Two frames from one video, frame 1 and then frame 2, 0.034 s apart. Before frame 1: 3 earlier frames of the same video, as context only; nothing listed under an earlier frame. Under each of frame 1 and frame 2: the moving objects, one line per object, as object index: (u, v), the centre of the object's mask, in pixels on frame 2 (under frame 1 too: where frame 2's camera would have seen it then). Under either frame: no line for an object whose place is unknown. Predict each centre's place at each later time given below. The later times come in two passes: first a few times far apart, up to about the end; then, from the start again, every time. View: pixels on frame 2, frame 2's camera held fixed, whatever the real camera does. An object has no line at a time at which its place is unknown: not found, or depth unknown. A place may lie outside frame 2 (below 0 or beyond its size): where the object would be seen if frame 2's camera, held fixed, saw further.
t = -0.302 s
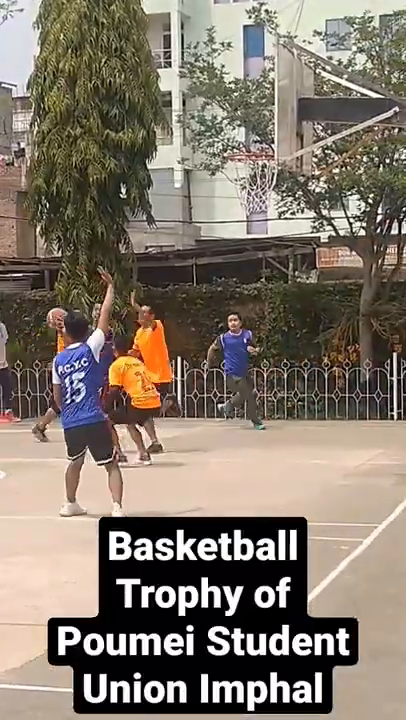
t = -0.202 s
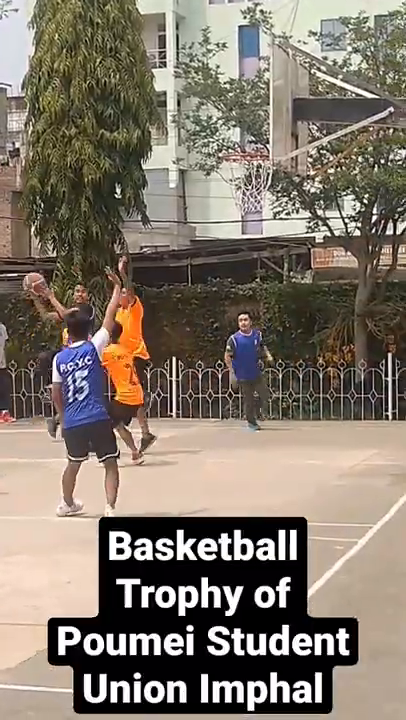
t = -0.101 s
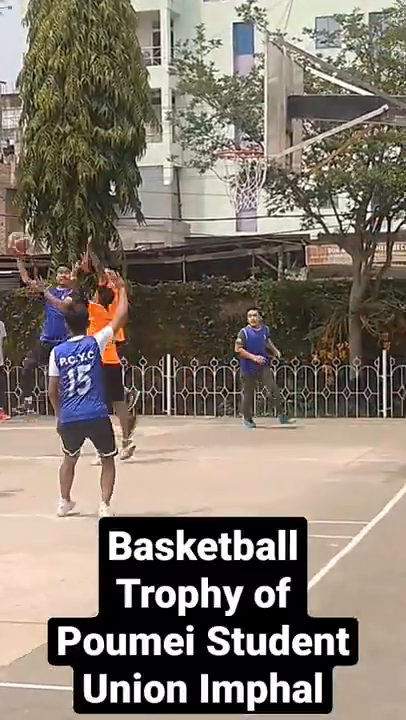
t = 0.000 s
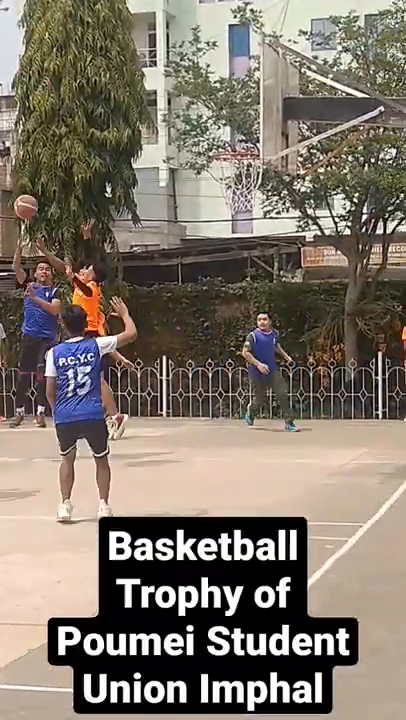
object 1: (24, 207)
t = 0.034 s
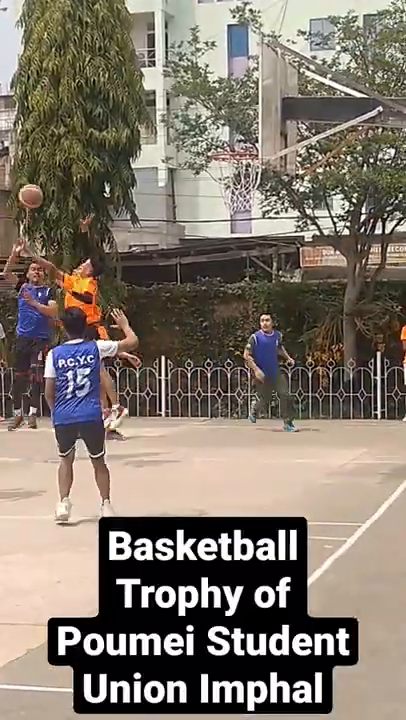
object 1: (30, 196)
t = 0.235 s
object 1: (72, 150)
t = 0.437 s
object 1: (126, 141)
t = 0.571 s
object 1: (170, 161)
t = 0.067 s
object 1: (37, 188)
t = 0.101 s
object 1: (43, 178)
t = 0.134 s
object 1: (50, 169)
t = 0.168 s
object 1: (57, 163)
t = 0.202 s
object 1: (66, 156)
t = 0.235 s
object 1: (72, 150)
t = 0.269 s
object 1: (81, 145)
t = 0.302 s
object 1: (91, 141)
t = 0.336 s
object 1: (98, 140)
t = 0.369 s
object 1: (106, 139)
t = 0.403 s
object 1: (116, 140)
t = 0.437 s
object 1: (126, 141)
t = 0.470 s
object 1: (136, 143)
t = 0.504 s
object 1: (147, 148)
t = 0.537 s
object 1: (158, 153)
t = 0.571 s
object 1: (170, 161)
